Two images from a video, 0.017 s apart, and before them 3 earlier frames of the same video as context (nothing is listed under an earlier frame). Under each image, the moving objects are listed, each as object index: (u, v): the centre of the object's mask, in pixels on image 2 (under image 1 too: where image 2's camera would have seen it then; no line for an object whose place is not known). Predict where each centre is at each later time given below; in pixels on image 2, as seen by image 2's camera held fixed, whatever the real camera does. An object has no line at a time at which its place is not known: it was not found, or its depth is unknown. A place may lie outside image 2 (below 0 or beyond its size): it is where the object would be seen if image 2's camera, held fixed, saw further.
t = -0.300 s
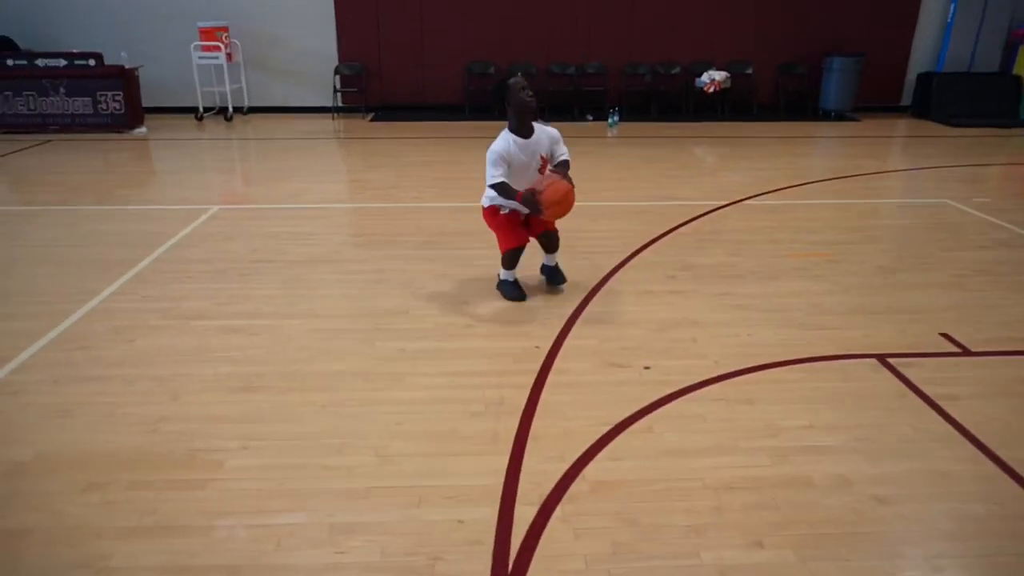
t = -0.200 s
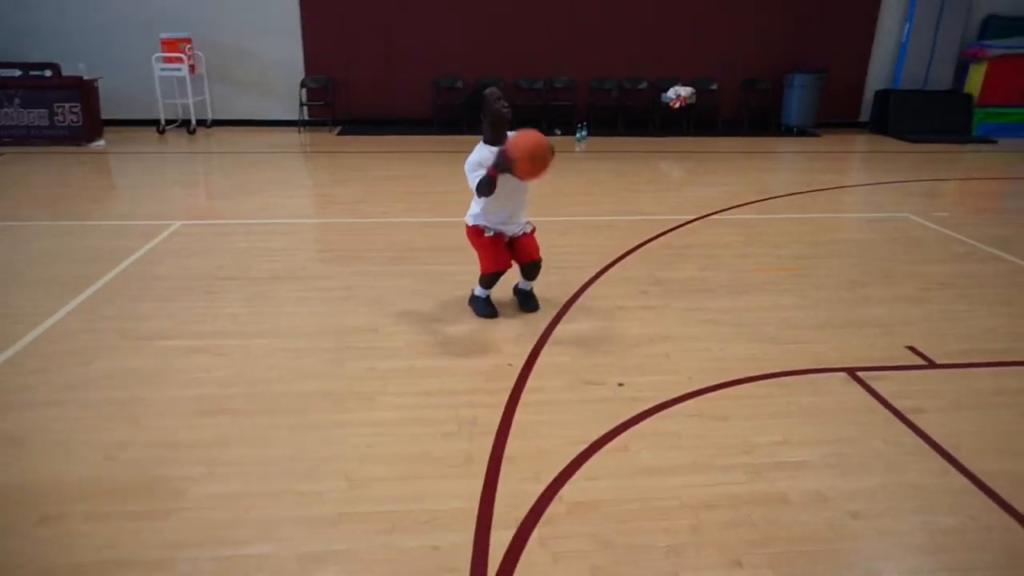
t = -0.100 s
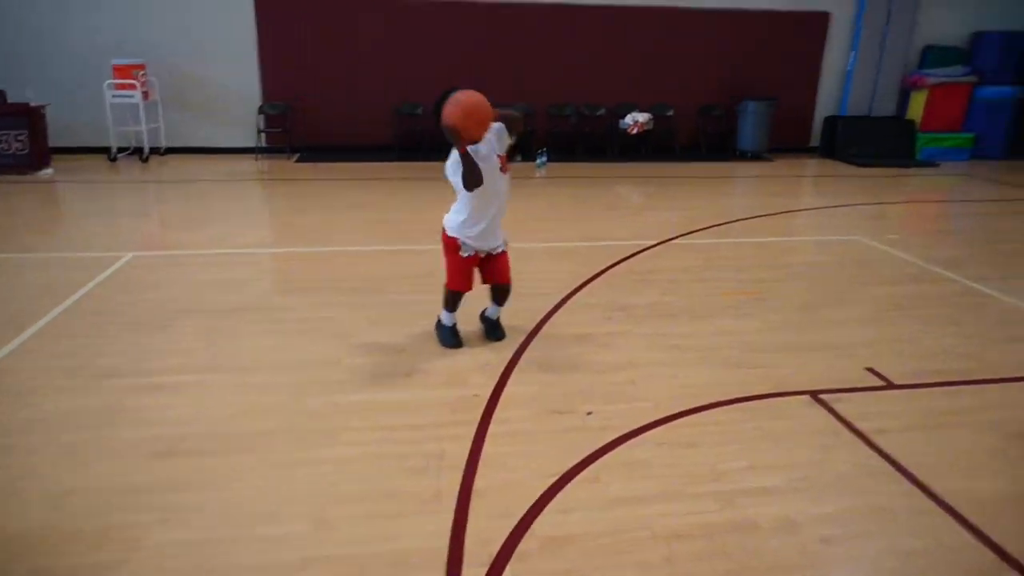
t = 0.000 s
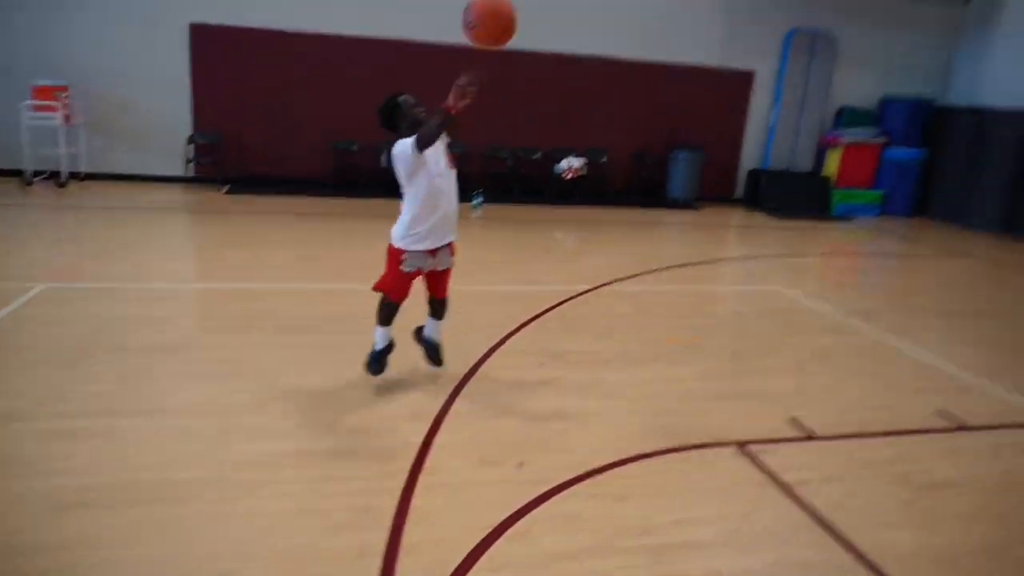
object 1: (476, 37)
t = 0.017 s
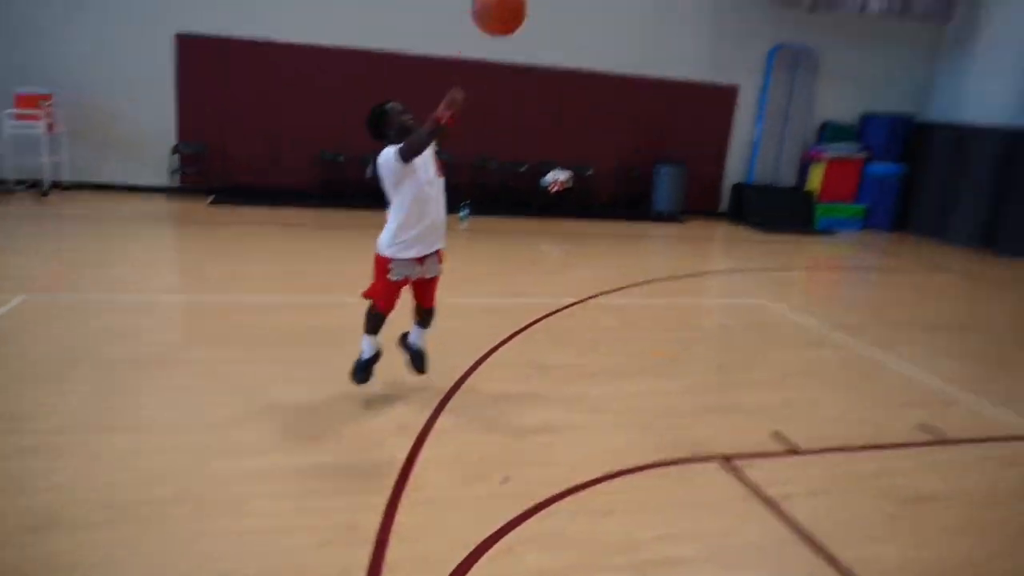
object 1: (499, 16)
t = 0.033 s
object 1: (522, -6)
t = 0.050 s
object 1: (547, -30)
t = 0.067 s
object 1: (570, -54)
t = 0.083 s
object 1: (592, -77)
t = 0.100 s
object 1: (616, -103)
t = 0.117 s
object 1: (641, -129)
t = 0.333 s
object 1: (979, -428)
